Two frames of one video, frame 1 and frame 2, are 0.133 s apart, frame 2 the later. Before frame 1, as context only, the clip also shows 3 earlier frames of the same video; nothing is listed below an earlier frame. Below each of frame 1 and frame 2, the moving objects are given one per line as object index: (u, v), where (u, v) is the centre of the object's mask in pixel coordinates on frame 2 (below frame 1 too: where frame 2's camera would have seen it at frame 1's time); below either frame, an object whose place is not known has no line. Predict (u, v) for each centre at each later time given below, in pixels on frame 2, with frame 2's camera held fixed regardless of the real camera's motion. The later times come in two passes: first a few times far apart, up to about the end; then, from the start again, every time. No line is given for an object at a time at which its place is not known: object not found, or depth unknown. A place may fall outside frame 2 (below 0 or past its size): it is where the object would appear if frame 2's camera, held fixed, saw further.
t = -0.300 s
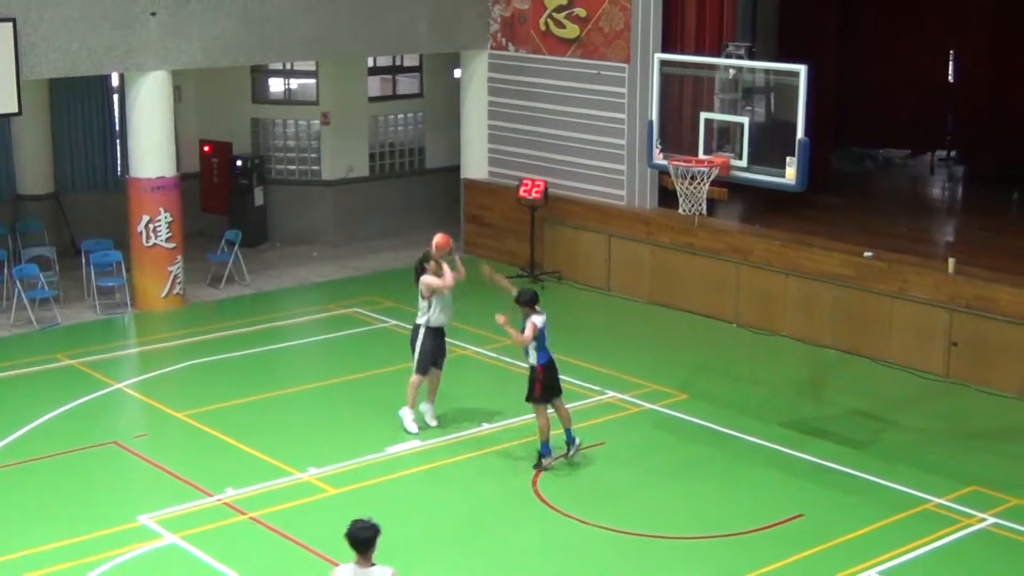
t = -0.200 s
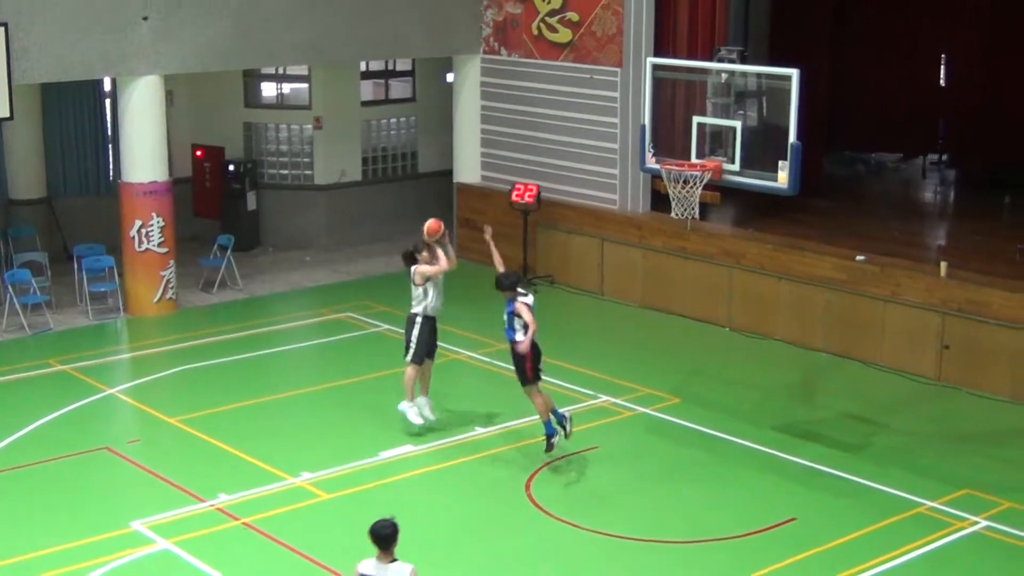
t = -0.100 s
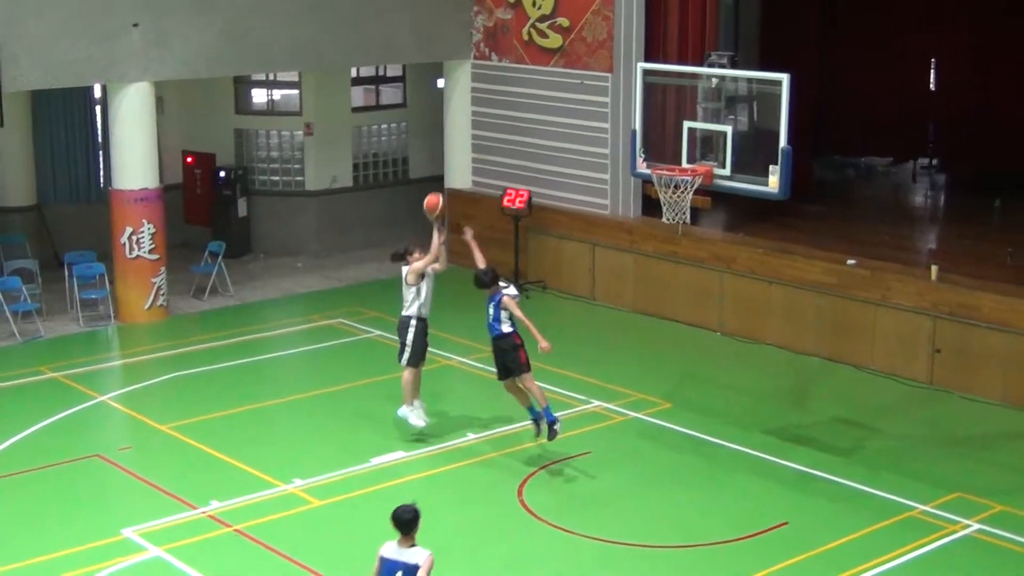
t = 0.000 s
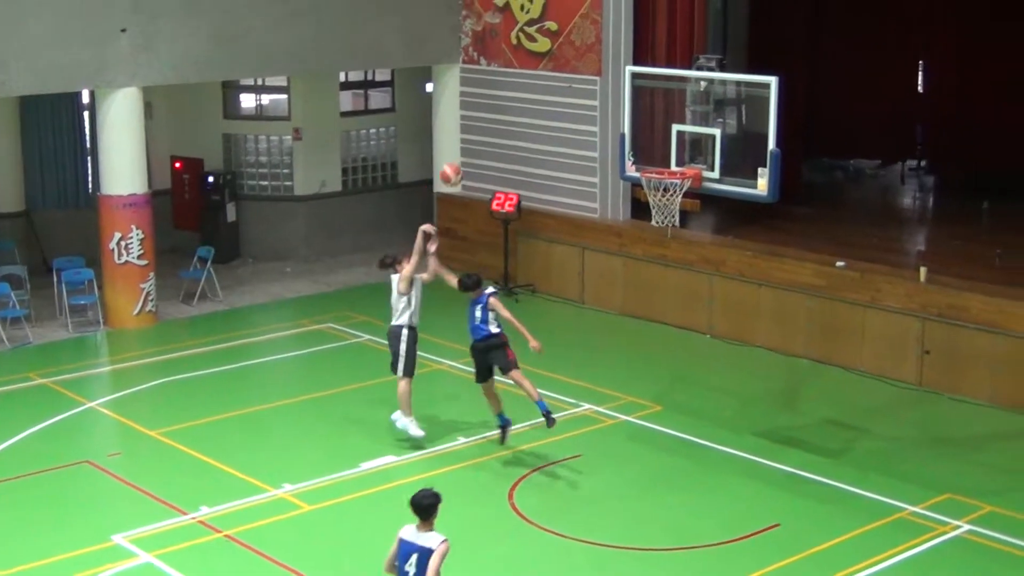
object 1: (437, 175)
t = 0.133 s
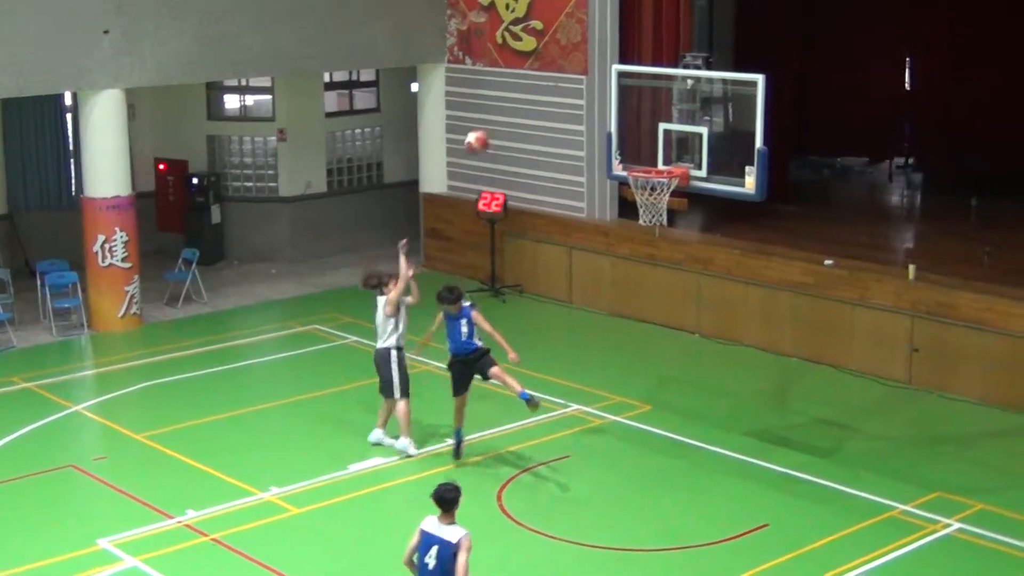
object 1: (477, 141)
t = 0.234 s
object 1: (506, 128)
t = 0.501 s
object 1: (591, 143)
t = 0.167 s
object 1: (486, 136)
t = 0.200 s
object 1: (496, 132)
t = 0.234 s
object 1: (506, 128)
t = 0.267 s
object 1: (517, 126)
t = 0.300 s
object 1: (528, 125)
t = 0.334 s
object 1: (538, 125)
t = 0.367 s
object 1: (549, 125)
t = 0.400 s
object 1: (559, 128)
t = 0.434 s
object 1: (569, 131)
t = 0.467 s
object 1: (580, 137)
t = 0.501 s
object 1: (591, 143)
